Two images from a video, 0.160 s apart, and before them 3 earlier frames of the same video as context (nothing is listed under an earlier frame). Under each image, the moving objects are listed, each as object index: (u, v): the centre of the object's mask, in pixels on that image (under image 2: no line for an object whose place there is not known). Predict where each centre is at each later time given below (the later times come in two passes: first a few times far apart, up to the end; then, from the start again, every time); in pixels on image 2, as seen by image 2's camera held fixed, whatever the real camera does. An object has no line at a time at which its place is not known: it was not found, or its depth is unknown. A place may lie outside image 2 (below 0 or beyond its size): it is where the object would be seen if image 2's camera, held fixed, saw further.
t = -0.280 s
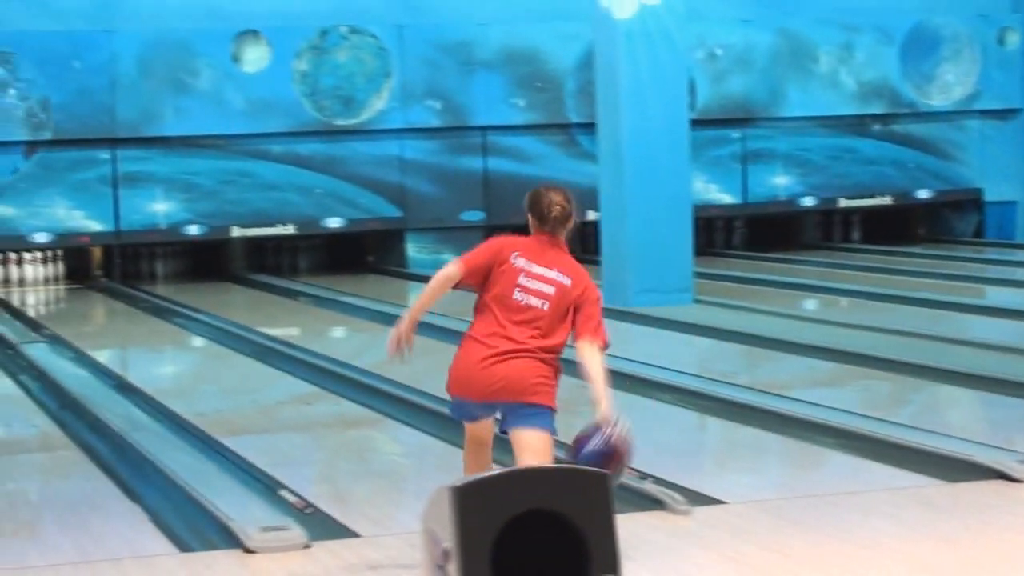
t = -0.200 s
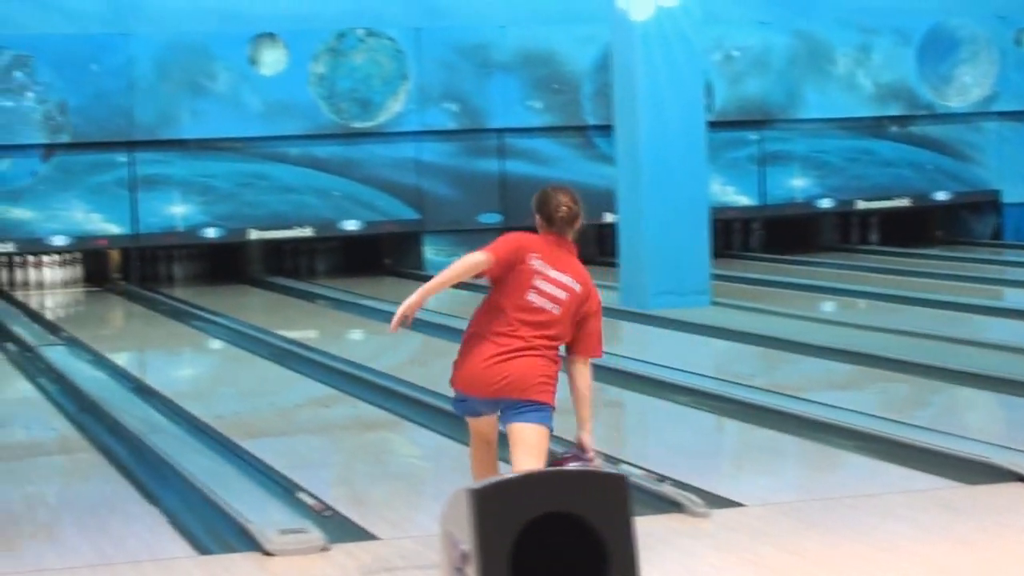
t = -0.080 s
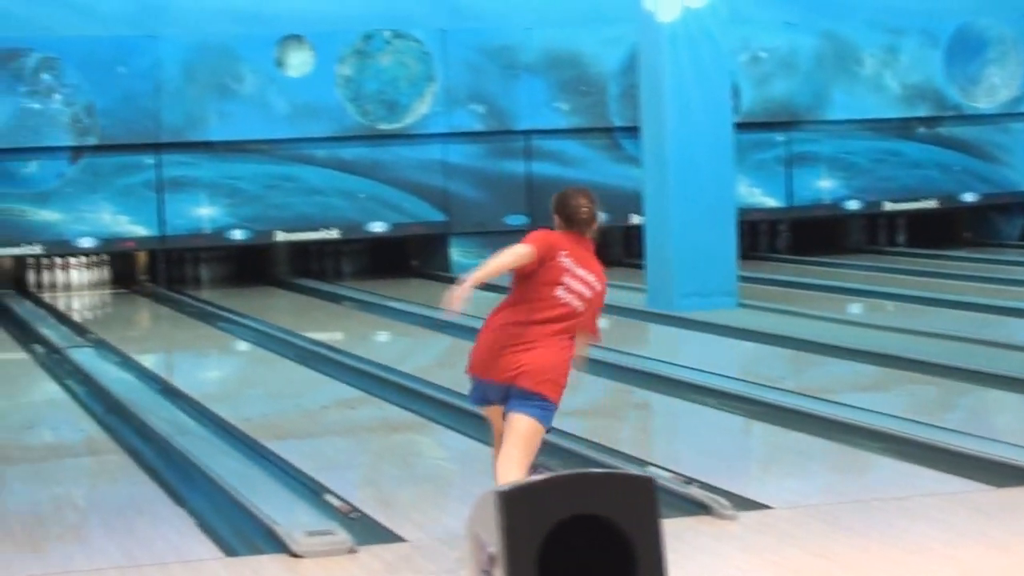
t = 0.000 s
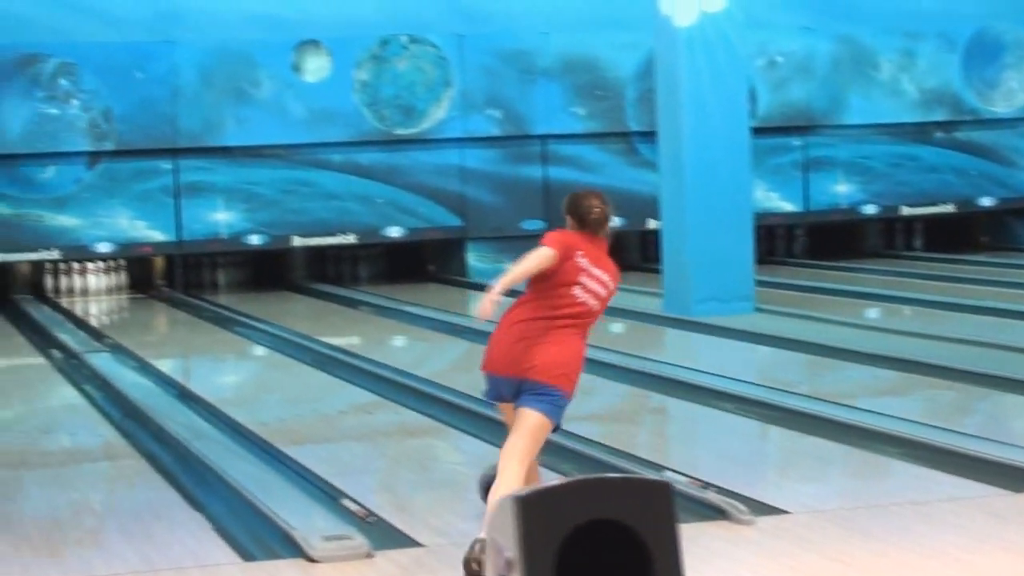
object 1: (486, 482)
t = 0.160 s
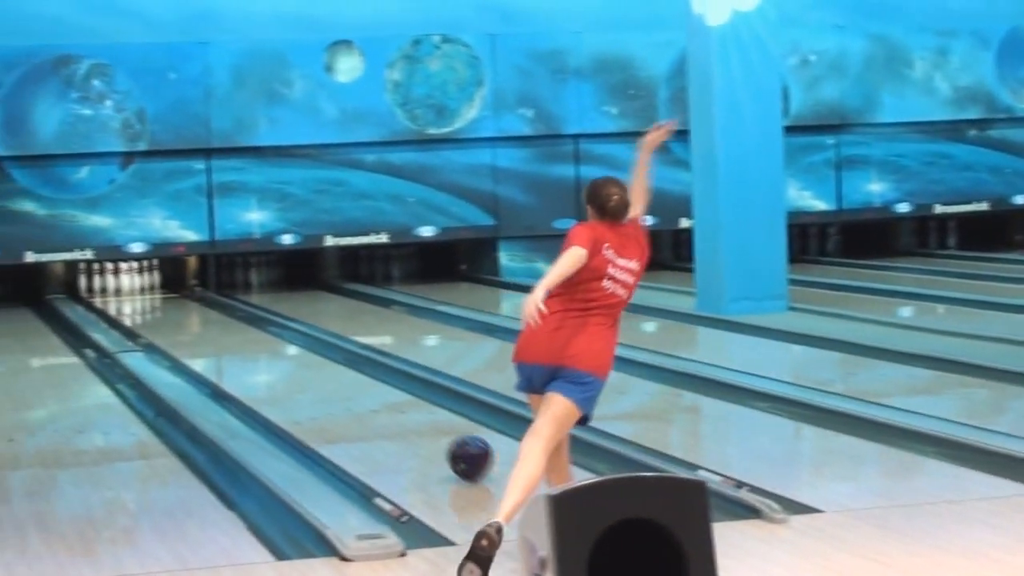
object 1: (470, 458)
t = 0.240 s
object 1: (441, 444)
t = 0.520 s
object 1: (358, 405)
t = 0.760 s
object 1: (306, 380)
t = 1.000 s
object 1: (264, 359)
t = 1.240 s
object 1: (230, 343)
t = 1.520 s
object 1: (197, 326)
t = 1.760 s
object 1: (176, 315)
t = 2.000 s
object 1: (157, 305)
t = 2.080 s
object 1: (149, 302)
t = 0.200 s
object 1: (455, 450)
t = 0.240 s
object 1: (441, 444)
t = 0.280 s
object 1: (427, 438)
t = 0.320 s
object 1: (414, 431)
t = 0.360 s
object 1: (403, 426)
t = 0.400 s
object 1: (390, 421)
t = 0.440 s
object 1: (379, 415)
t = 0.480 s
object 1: (368, 410)
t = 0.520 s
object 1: (358, 405)
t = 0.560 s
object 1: (349, 401)
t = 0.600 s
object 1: (339, 396)
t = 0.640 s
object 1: (330, 392)
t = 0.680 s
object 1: (322, 388)
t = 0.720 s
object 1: (314, 384)
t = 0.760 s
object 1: (306, 380)
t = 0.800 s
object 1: (298, 376)
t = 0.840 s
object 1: (291, 372)
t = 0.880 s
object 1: (284, 369)
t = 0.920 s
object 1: (277, 365)
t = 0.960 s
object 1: (270, 362)
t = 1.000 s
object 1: (264, 359)
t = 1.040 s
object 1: (258, 356)
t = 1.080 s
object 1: (252, 353)
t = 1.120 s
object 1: (246, 350)
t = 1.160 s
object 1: (241, 348)
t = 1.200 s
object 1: (235, 345)
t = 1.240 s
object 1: (230, 343)
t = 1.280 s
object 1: (225, 340)
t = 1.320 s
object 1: (219, 337)
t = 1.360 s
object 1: (215, 335)
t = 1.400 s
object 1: (210, 333)
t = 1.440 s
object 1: (205, 331)
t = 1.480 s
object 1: (202, 328)
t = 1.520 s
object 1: (197, 326)
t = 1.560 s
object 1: (193, 325)
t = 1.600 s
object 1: (190, 323)
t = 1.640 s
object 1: (184, 321)
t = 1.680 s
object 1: (181, 319)
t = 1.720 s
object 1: (178, 317)
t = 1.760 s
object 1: (176, 315)
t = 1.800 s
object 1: (172, 314)
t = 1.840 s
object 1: (168, 311)
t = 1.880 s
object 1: (165, 309)
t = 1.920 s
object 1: (163, 308)
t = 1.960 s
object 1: (159, 307)
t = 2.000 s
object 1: (157, 305)
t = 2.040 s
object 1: (153, 304)
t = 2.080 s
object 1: (149, 302)
